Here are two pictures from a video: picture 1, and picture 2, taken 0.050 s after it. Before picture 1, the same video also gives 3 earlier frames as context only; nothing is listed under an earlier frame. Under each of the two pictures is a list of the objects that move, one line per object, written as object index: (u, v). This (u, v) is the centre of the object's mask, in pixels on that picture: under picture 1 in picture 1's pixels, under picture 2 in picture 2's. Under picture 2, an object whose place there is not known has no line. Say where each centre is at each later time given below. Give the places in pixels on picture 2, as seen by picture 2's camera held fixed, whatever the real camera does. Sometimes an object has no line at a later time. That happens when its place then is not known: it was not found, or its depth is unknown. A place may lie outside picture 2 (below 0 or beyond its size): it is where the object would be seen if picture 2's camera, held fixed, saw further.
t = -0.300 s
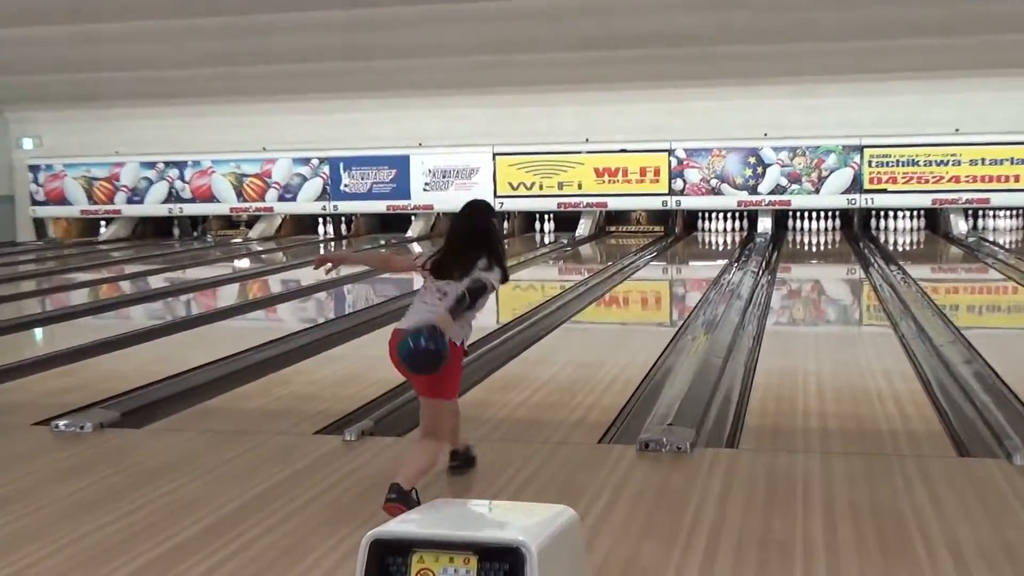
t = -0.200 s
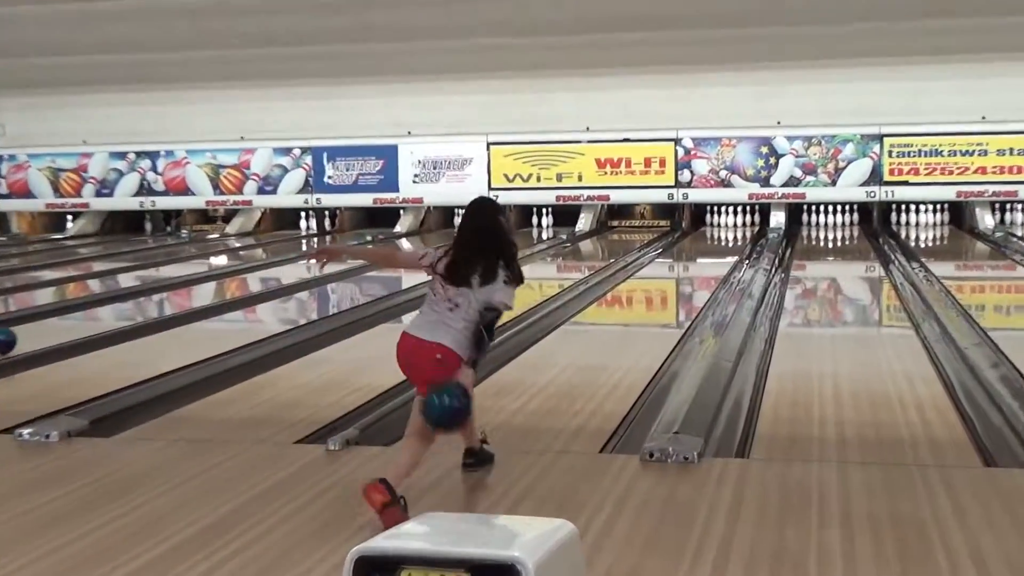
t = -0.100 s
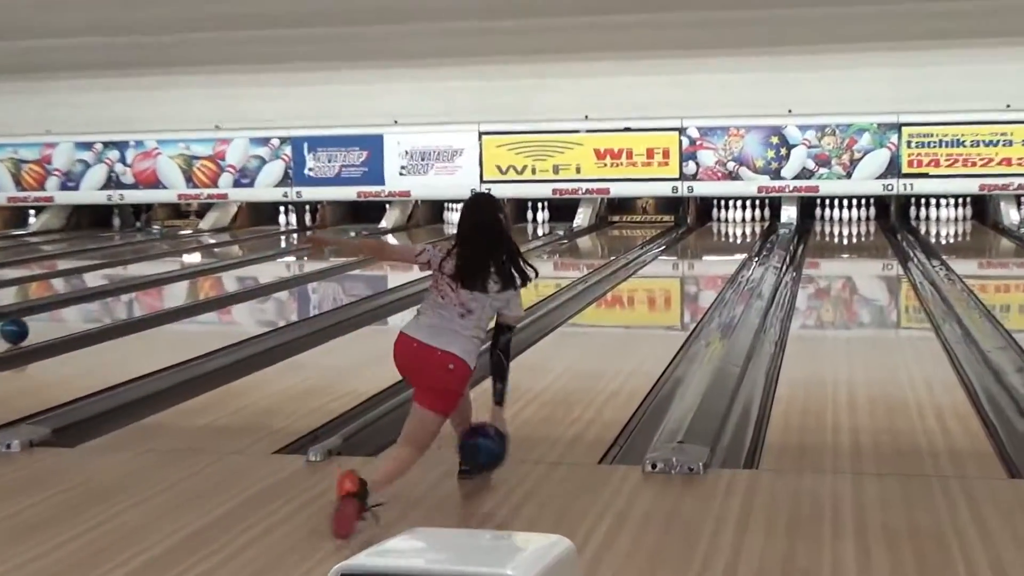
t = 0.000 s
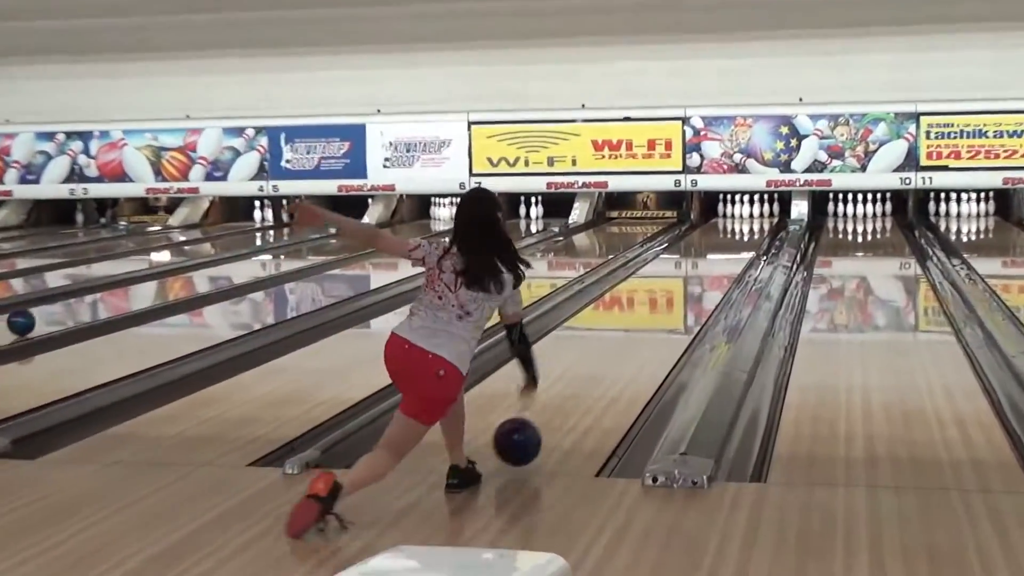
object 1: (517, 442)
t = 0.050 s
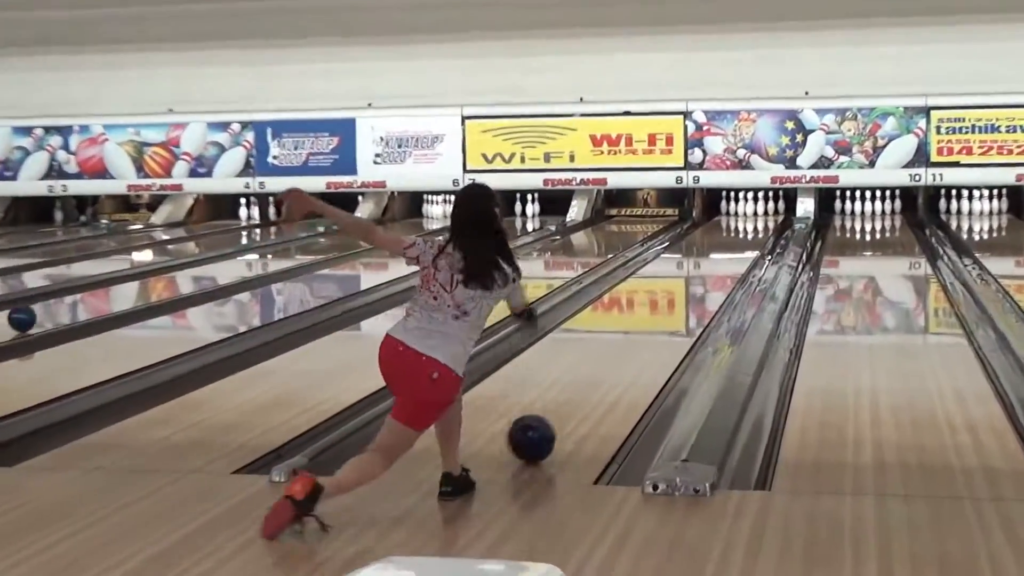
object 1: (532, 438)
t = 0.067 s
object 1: (538, 433)
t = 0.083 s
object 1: (543, 428)
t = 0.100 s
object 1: (548, 424)
